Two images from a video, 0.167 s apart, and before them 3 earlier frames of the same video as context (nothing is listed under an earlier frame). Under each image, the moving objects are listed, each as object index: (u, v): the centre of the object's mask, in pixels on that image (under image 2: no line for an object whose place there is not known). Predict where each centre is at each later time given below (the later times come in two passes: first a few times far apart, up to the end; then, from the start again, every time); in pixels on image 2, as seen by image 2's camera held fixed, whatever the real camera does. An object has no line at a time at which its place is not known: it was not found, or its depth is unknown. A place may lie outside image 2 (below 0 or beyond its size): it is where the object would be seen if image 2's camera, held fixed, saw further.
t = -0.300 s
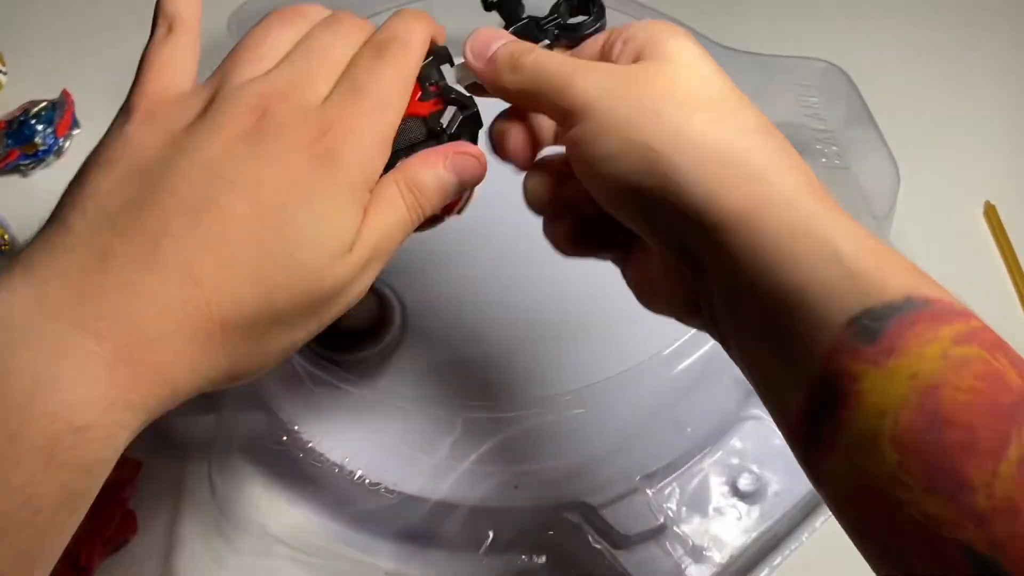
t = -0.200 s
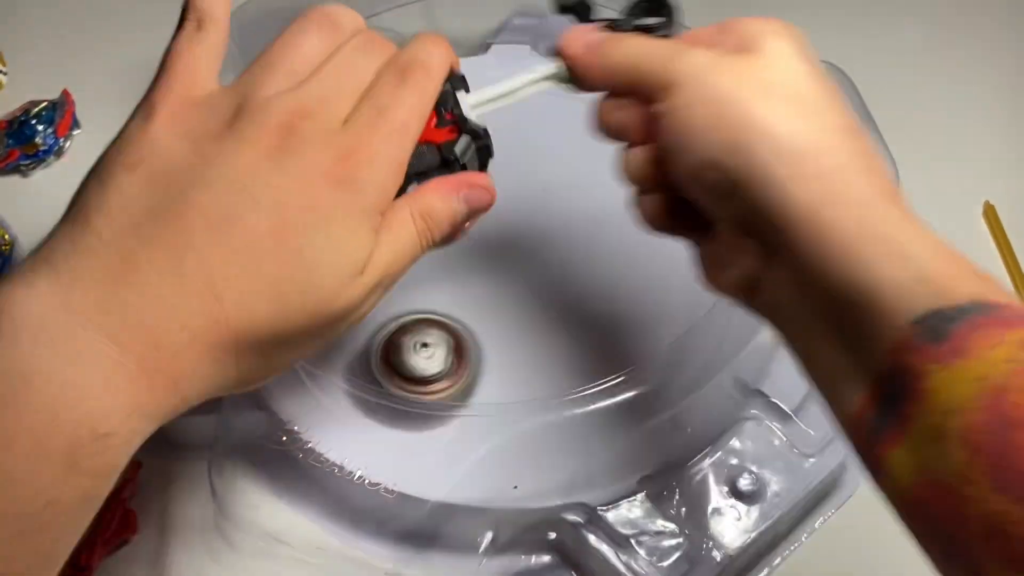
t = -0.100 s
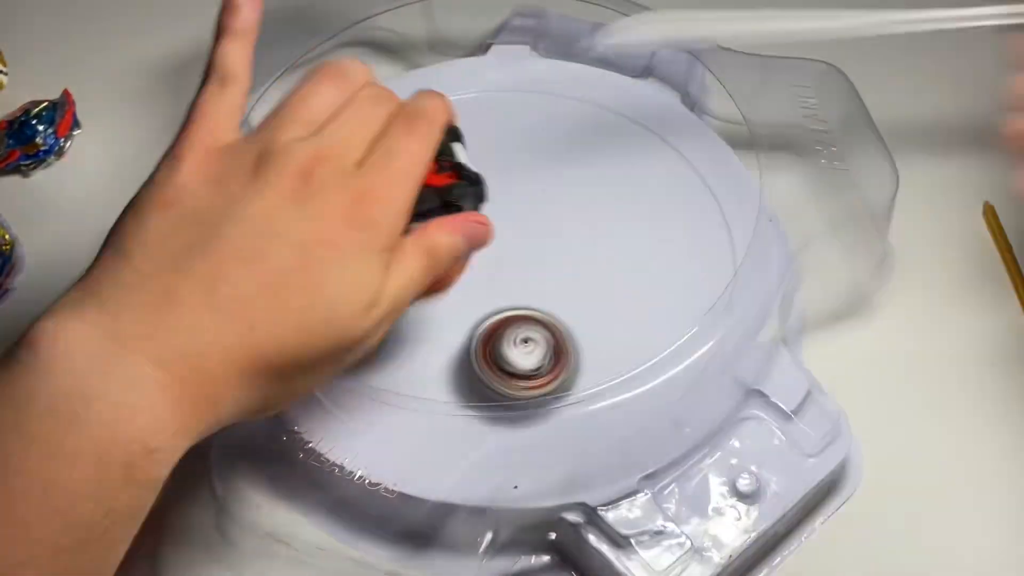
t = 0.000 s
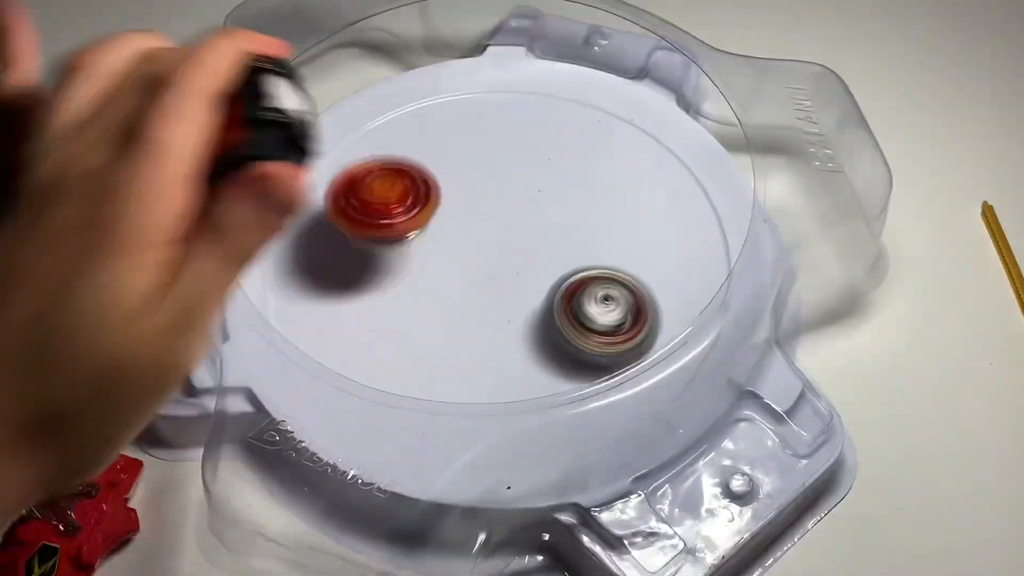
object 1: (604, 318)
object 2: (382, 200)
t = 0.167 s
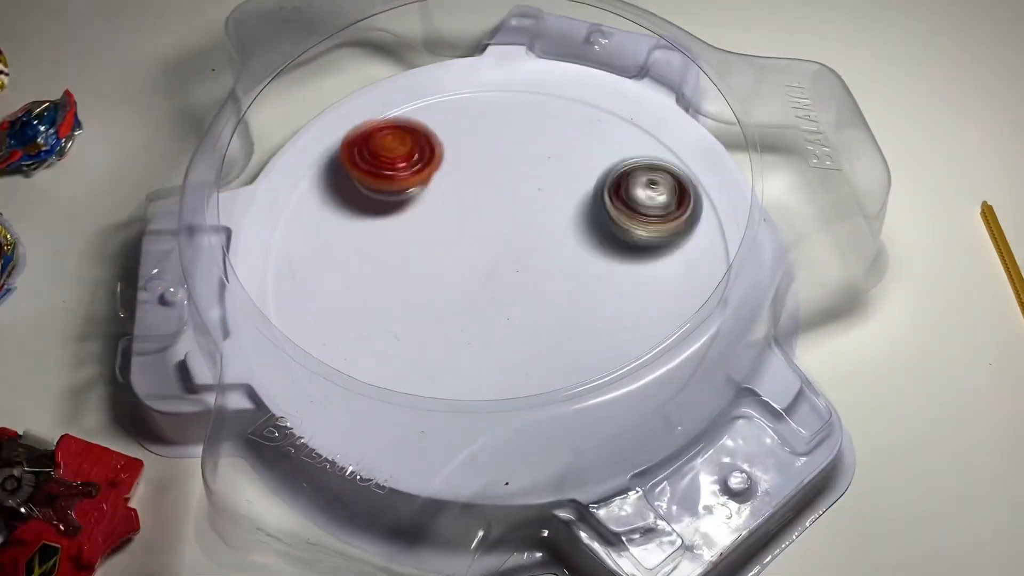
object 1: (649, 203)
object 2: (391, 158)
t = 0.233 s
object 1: (632, 156)
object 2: (399, 151)
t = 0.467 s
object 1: (453, 84)
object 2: (435, 221)
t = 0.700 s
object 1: (312, 250)
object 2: (443, 236)
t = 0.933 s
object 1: (494, 410)
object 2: (445, 227)
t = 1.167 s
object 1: (721, 252)
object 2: (455, 218)
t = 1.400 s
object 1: (513, 78)
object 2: (469, 214)
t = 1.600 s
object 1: (273, 231)
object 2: (485, 211)
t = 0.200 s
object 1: (644, 180)
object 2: (394, 148)
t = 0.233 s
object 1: (632, 156)
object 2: (399, 151)
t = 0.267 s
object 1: (615, 135)
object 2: (407, 169)
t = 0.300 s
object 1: (595, 118)
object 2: (412, 173)
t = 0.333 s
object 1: (571, 102)
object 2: (417, 180)
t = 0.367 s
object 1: (544, 88)
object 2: (423, 193)
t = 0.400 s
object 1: (515, 78)
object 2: (427, 202)
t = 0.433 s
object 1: (484, 78)
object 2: (432, 212)
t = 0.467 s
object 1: (453, 84)
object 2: (435, 221)
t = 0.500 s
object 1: (424, 96)
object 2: (438, 228)
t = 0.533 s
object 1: (395, 112)
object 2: (440, 232)
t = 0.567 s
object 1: (368, 134)
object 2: (441, 235)
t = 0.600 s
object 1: (346, 158)
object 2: (442, 237)
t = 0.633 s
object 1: (330, 186)
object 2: (443, 237)
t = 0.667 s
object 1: (317, 218)
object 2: (443, 237)
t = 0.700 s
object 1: (312, 250)
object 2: (443, 236)
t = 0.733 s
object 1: (312, 287)
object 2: (442, 235)
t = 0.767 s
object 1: (326, 315)
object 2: (442, 234)
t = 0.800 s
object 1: (345, 344)
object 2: (442, 232)
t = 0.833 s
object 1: (372, 370)
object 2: (443, 231)
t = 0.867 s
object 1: (407, 391)
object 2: (444, 230)
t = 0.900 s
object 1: (449, 404)
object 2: (445, 228)
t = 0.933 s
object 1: (494, 410)
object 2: (445, 227)
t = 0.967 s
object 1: (542, 409)
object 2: (447, 226)
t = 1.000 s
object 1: (587, 398)
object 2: (448, 224)
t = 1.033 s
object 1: (633, 380)
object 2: (450, 223)
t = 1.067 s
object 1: (670, 353)
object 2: (451, 221)
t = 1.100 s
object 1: (698, 322)
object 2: (453, 220)
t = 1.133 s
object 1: (714, 288)
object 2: (453, 219)
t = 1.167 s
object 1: (721, 252)
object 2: (455, 218)
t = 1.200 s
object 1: (712, 215)
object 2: (457, 217)
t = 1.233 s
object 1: (698, 181)
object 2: (459, 216)
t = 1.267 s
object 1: (676, 148)
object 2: (461, 216)
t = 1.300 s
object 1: (644, 119)
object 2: (463, 215)
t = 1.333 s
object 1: (606, 98)
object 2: (464, 215)
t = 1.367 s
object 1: (560, 85)
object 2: (467, 214)
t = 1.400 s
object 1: (513, 78)
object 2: (469, 214)
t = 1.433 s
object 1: (464, 79)
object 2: (472, 213)
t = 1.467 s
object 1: (415, 87)
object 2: (474, 213)
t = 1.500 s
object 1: (365, 112)
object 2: (477, 212)
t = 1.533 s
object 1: (322, 143)
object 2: (480, 212)
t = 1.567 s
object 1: (292, 180)
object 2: (482, 211)
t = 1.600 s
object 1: (273, 231)
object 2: (485, 211)
